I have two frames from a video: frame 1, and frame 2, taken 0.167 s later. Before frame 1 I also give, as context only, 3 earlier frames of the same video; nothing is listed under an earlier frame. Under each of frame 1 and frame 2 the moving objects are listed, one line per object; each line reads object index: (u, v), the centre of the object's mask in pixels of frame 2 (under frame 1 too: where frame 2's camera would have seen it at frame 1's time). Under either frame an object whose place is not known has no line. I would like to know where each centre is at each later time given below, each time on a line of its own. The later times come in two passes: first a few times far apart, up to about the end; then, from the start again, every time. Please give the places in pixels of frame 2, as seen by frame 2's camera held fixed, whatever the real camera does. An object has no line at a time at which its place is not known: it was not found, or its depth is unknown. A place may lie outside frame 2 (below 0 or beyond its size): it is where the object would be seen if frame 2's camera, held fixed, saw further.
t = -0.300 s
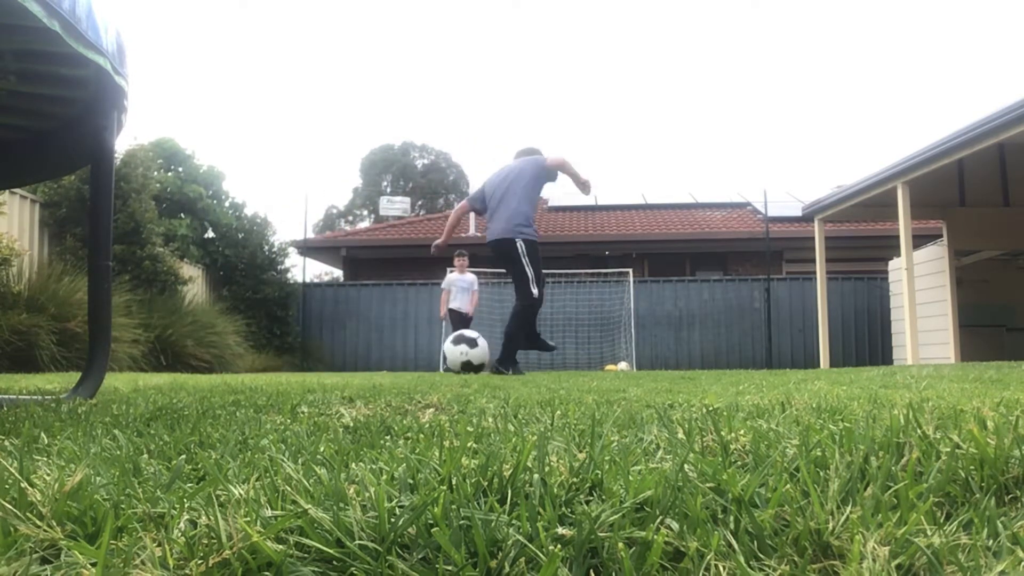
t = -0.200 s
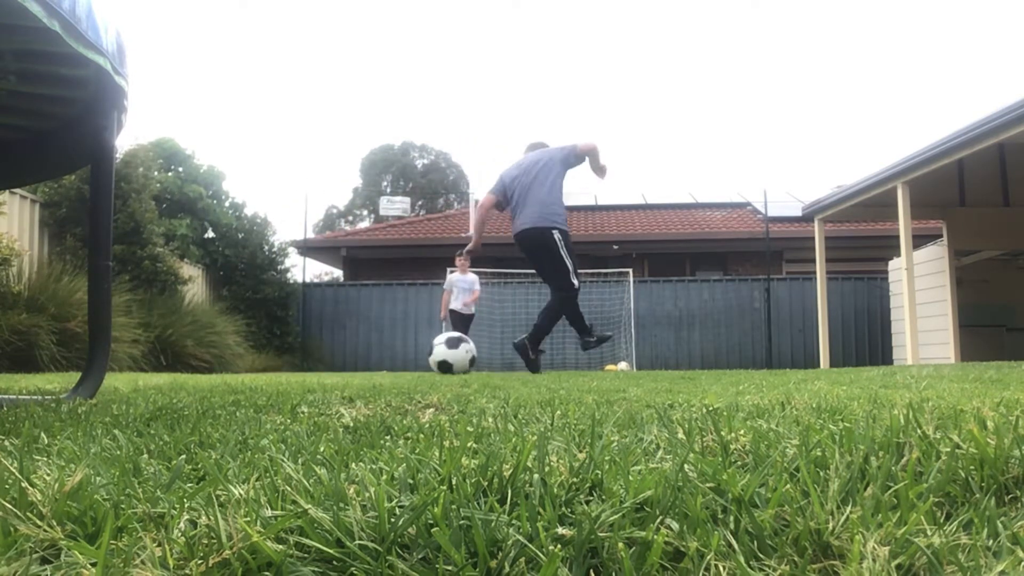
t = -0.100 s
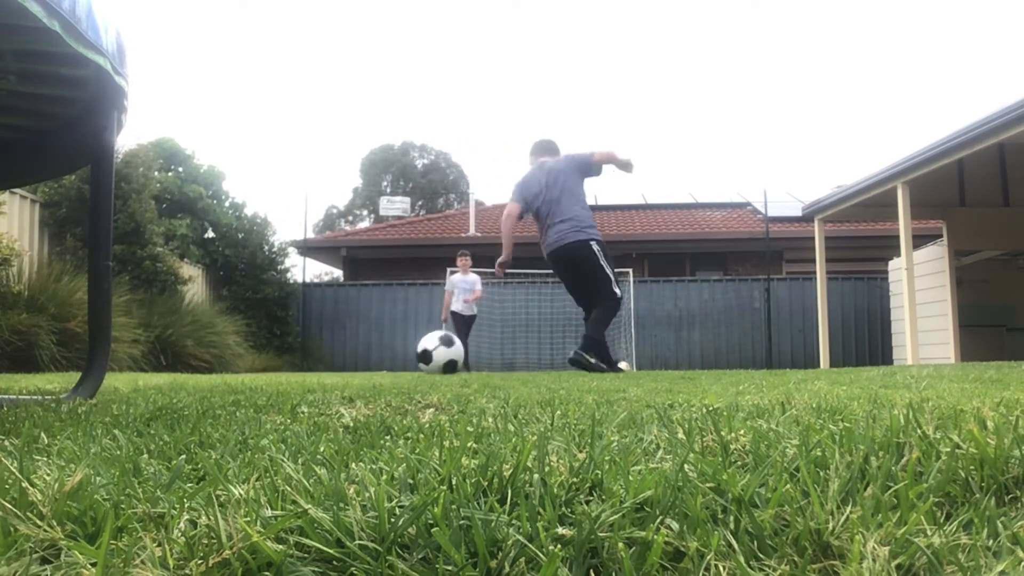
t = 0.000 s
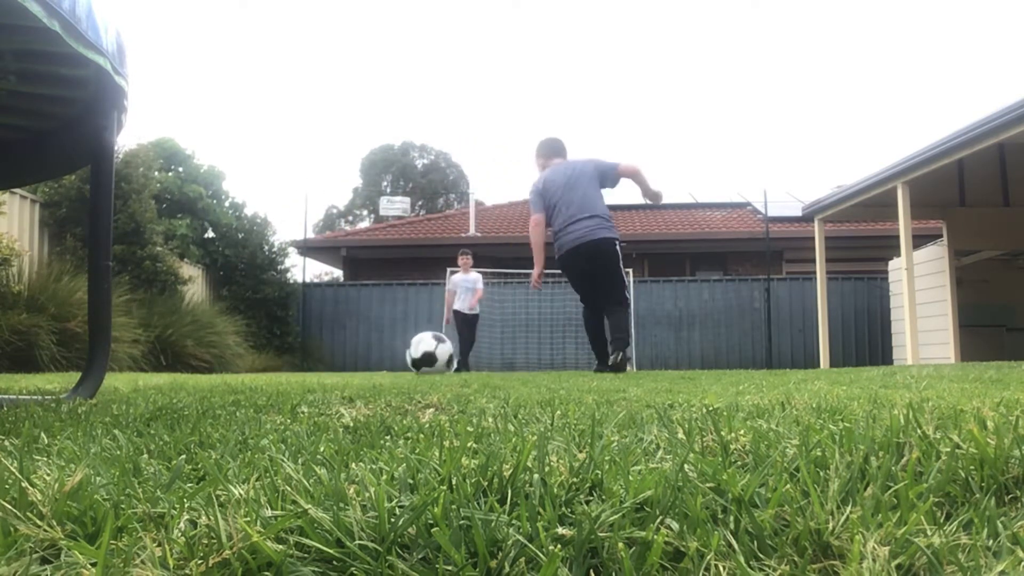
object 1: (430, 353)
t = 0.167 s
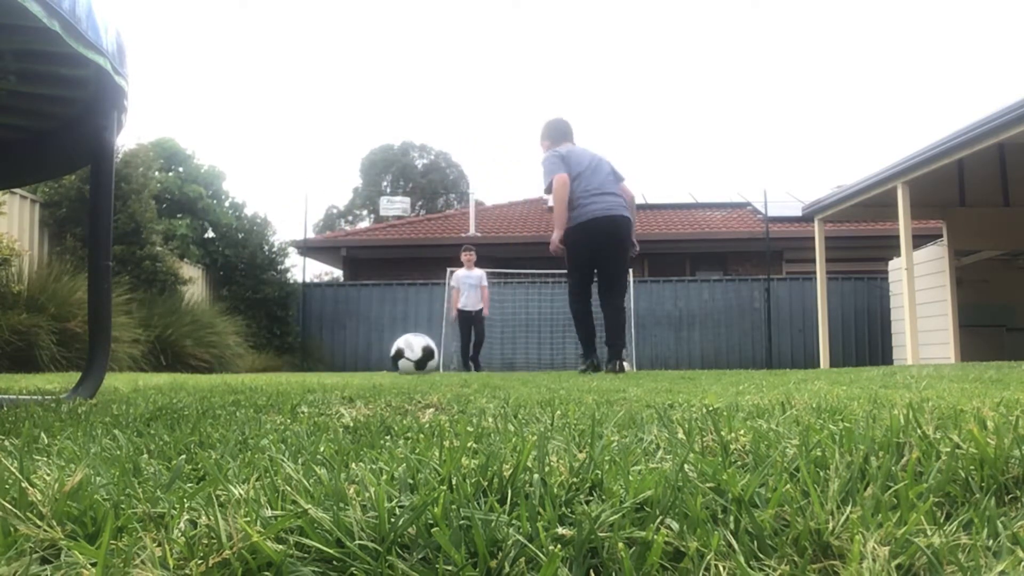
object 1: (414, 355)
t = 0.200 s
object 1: (412, 355)
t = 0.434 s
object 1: (392, 356)
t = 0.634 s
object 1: (382, 356)
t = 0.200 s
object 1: (412, 355)
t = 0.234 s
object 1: (409, 355)
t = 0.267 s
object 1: (406, 355)
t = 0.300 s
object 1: (403, 355)
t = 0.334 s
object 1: (400, 356)
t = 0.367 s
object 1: (398, 356)
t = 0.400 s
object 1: (395, 356)
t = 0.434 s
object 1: (392, 356)
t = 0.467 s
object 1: (390, 356)
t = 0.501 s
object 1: (388, 356)
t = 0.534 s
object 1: (386, 356)
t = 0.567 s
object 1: (385, 355)
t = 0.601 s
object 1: (383, 355)
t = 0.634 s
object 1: (382, 356)
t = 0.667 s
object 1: (381, 355)
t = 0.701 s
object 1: (380, 355)
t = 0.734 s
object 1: (379, 355)
